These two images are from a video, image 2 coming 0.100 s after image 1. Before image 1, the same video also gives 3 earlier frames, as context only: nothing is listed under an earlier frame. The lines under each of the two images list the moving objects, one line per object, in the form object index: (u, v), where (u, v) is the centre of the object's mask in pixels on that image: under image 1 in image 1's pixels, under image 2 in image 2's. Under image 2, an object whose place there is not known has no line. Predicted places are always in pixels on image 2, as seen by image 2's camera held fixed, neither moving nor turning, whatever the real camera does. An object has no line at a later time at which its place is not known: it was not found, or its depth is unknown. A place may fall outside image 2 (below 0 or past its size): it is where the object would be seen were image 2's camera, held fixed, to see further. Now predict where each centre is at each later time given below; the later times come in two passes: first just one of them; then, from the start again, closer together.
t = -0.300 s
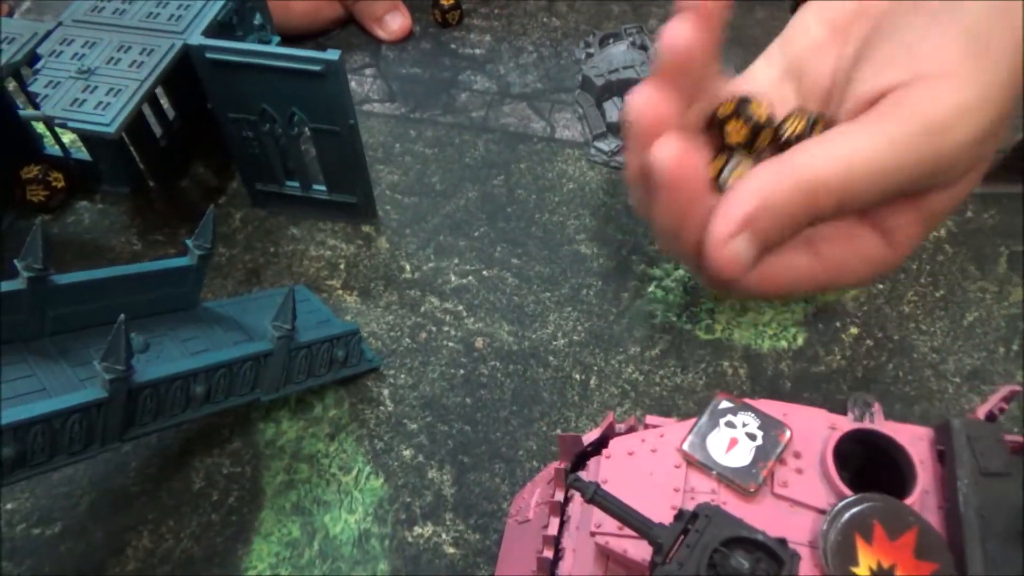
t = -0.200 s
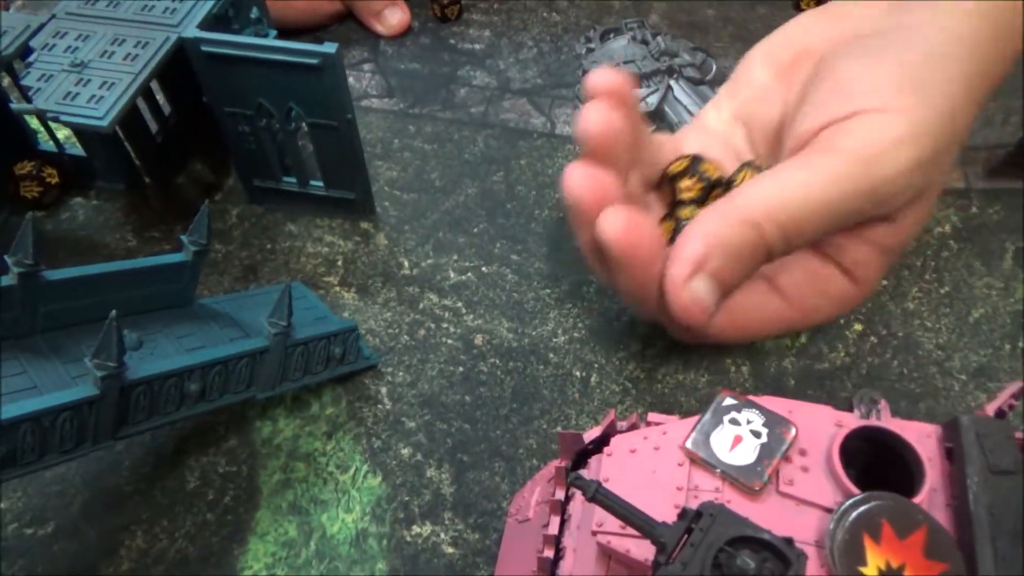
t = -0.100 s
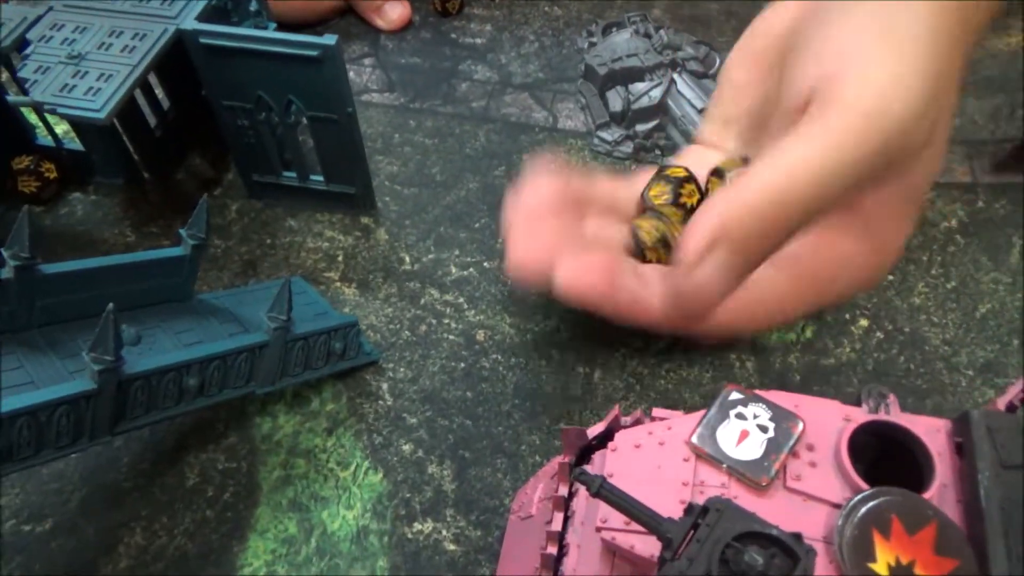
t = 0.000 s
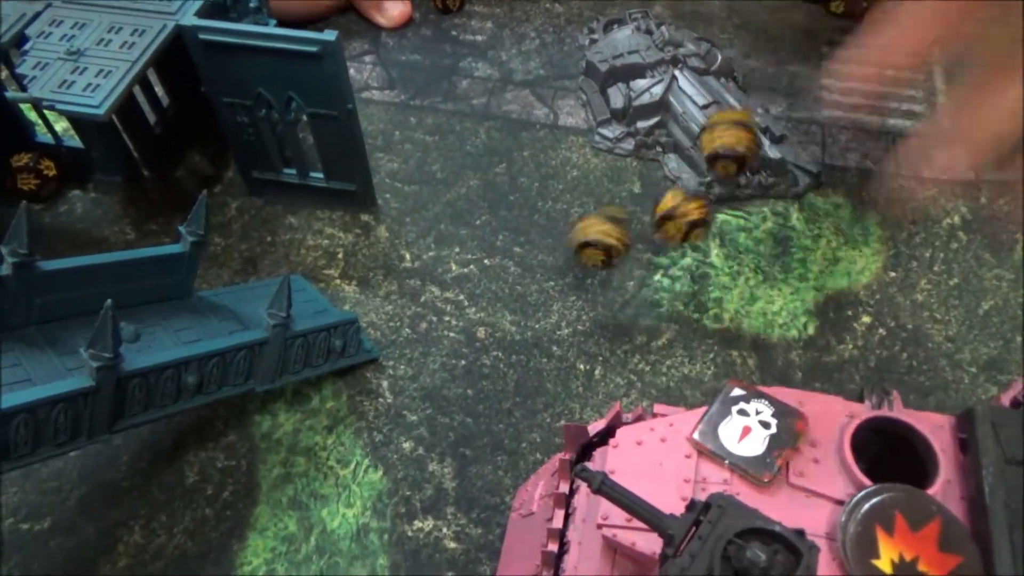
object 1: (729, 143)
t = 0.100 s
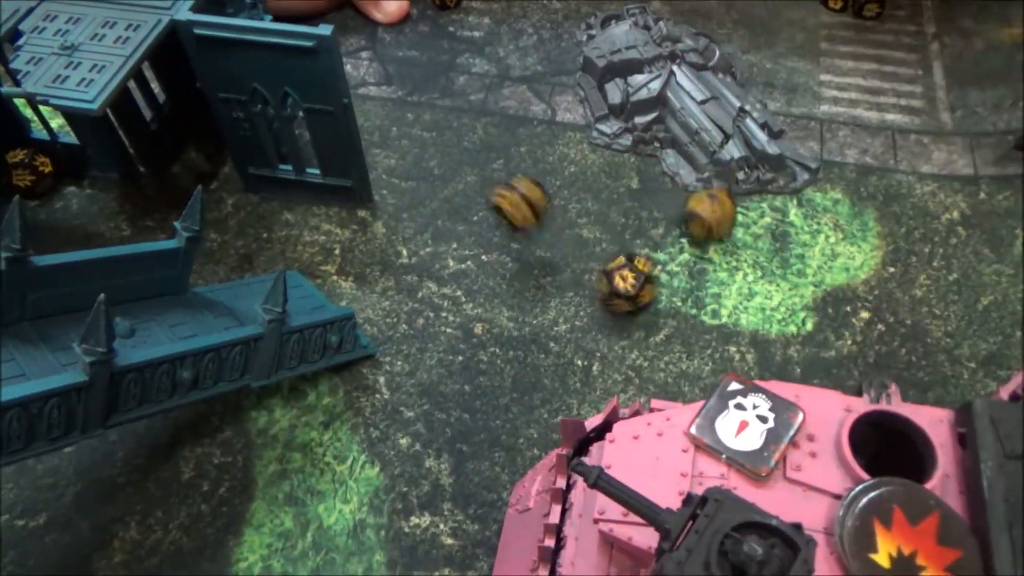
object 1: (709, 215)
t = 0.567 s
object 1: (425, 200)
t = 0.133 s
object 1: (710, 175)
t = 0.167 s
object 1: (704, 147)
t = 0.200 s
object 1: (691, 140)
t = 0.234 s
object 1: (659, 148)
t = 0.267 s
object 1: (628, 148)
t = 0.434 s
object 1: (492, 166)
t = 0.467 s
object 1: (475, 175)
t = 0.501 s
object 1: (455, 185)
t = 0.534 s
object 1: (439, 190)
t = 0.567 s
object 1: (425, 200)
